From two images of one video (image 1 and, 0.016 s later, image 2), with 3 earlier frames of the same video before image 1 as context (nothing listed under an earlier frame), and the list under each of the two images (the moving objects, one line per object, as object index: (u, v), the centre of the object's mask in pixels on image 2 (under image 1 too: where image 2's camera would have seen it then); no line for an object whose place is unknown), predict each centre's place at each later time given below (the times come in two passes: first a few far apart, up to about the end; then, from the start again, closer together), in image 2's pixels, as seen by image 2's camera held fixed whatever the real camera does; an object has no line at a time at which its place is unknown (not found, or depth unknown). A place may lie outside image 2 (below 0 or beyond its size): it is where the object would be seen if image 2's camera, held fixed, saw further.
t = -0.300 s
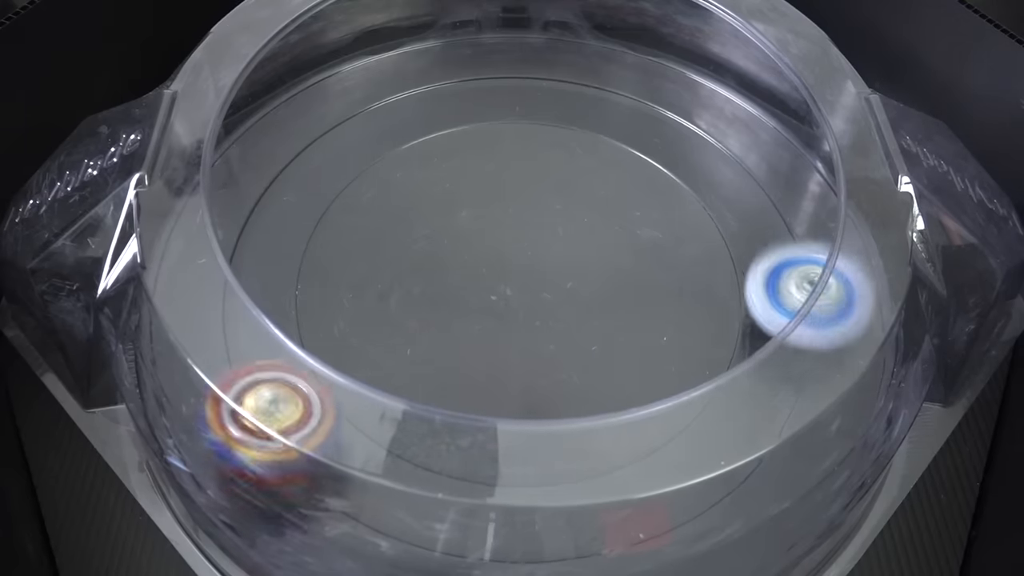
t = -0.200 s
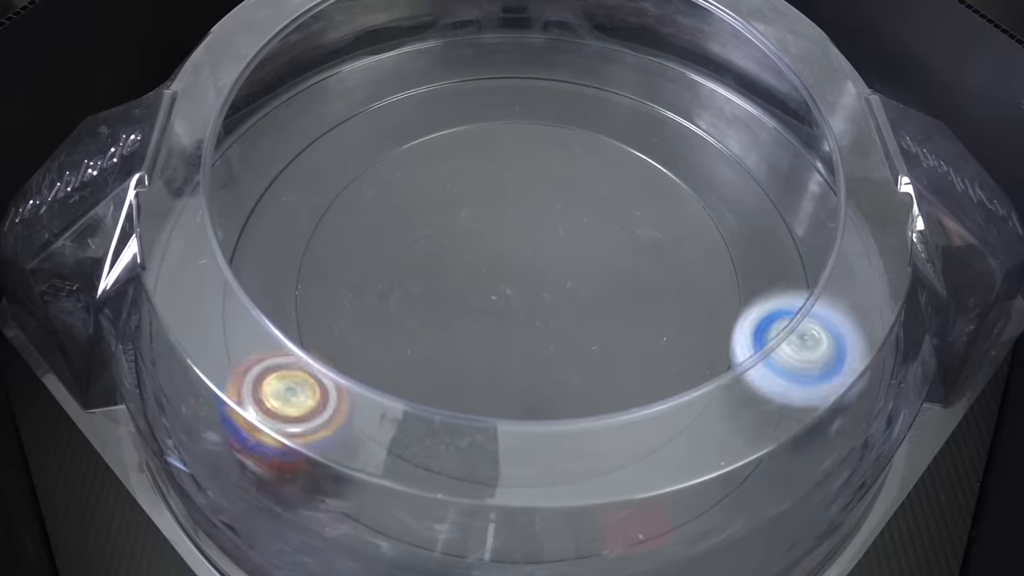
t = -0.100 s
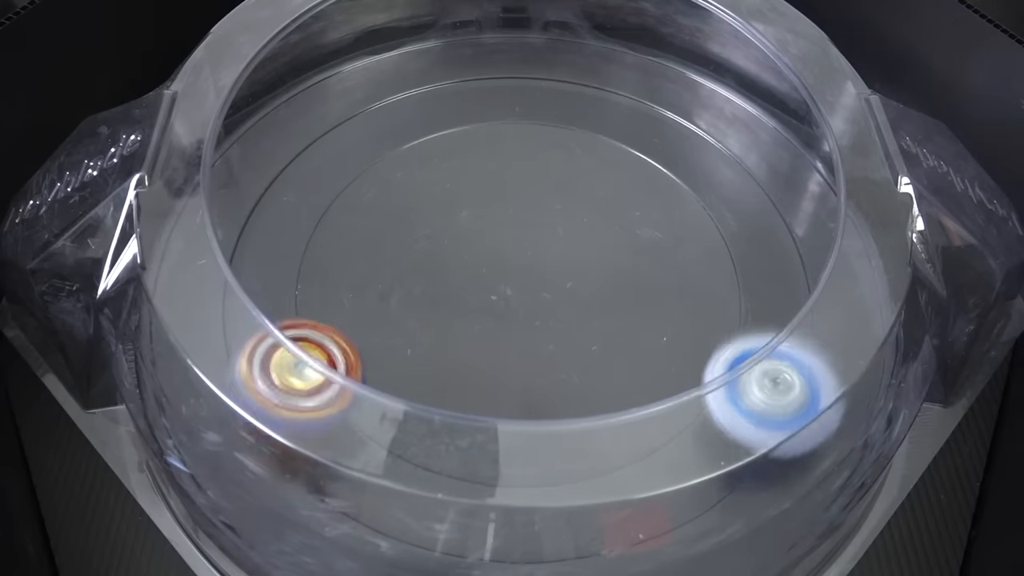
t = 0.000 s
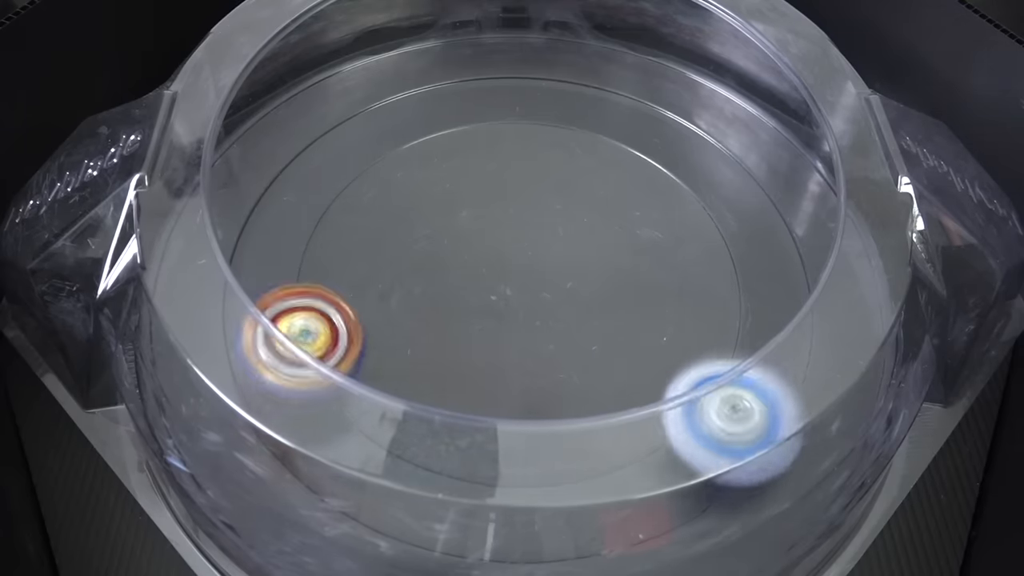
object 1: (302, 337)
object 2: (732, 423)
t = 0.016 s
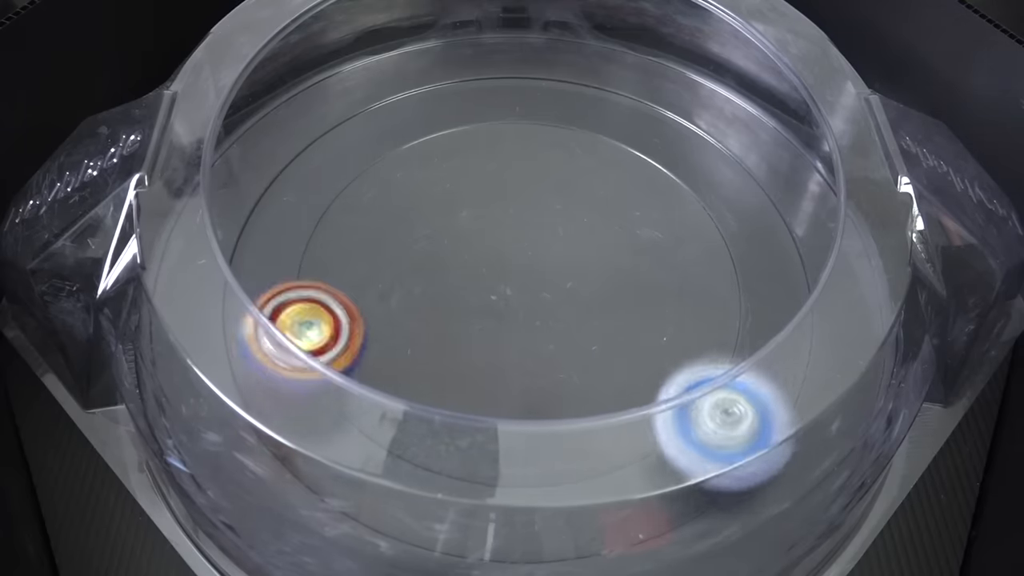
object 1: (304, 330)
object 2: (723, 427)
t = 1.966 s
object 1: (501, 323)
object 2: (517, 209)
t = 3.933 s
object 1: (524, 253)
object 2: (430, 305)
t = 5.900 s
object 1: (509, 322)
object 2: (571, 223)
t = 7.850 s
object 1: (571, 334)
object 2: (484, 269)
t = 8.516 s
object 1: (571, 311)
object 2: (479, 266)
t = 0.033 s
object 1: (306, 323)
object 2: (715, 429)
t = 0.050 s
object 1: (317, 314)
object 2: (705, 430)
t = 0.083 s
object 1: (326, 312)
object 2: (685, 435)
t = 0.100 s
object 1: (333, 312)
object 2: (675, 438)
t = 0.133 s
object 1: (355, 310)
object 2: (653, 438)
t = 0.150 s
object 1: (369, 306)
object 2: (642, 437)
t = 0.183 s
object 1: (399, 301)
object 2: (614, 439)
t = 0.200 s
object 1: (413, 300)
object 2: (598, 439)
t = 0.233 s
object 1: (443, 295)
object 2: (566, 439)
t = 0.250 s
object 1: (459, 295)
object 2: (550, 439)
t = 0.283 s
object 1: (487, 288)
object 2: (516, 431)
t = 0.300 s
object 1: (502, 282)
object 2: (501, 425)
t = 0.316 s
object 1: (513, 280)
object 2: (485, 421)
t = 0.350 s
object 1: (537, 272)
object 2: (455, 406)
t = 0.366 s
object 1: (548, 269)
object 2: (443, 398)
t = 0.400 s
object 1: (564, 258)
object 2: (419, 380)
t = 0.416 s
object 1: (571, 255)
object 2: (410, 369)
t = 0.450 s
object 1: (581, 248)
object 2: (395, 346)
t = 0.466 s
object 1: (584, 243)
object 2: (388, 336)
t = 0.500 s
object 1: (590, 233)
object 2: (379, 315)
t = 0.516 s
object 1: (589, 231)
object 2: (375, 305)
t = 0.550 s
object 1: (589, 224)
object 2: (373, 282)
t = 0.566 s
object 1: (586, 222)
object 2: (373, 271)
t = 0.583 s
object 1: (585, 219)
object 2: (375, 260)
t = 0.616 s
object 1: (578, 216)
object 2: (382, 240)
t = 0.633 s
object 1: (576, 217)
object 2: (385, 229)
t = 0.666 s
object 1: (570, 217)
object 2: (398, 213)
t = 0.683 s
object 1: (565, 221)
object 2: (404, 205)
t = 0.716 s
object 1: (559, 222)
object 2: (421, 192)
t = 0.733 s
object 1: (555, 224)
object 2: (431, 185)
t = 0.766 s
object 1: (550, 229)
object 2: (449, 174)
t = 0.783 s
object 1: (547, 229)
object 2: (461, 170)
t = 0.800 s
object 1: (552, 237)
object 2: (466, 162)
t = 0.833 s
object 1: (572, 254)
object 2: (473, 148)
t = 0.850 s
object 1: (580, 262)
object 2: (476, 143)
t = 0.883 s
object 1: (592, 275)
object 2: (490, 137)
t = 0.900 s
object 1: (595, 283)
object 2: (497, 136)
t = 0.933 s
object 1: (601, 293)
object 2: (516, 135)
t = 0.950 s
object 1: (604, 298)
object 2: (525, 136)
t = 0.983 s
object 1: (606, 308)
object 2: (546, 139)
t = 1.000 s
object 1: (608, 309)
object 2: (557, 143)
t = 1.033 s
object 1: (607, 313)
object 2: (577, 152)
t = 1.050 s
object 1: (607, 314)
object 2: (587, 159)
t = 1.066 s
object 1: (604, 316)
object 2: (595, 165)
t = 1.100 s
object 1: (602, 314)
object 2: (610, 182)
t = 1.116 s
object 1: (598, 312)
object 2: (615, 190)
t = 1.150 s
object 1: (595, 310)
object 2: (625, 210)
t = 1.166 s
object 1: (591, 309)
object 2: (628, 217)
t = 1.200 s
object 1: (580, 328)
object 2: (634, 225)
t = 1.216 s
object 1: (575, 339)
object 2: (636, 228)
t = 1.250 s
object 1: (561, 359)
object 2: (637, 239)
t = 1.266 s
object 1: (558, 364)
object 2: (637, 245)
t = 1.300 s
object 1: (547, 372)
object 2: (632, 262)
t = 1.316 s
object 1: (545, 375)
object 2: (629, 272)
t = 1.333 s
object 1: (540, 377)
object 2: (624, 280)
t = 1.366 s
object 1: (538, 381)
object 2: (613, 300)
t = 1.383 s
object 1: (535, 381)
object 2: (607, 306)
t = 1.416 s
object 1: (526, 398)
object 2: (595, 313)
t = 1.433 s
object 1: (518, 404)
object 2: (588, 314)
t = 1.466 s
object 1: (512, 417)
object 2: (572, 315)
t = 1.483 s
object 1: (509, 420)
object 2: (562, 316)
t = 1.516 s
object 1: (506, 424)
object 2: (542, 318)
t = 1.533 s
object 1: (505, 424)
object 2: (531, 318)
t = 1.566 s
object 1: (505, 426)
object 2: (511, 318)
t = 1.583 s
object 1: (507, 423)
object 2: (501, 314)
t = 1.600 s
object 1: (509, 423)
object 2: (492, 313)
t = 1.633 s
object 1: (510, 415)
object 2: (475, 304)
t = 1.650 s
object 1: (513, 414)
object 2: (467, 299)
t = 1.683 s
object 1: (515, 404)
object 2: (455, 286)
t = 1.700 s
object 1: (518, 401)
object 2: (451, 279)
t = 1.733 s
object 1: (518, 383)
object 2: (446, 264)
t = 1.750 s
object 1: (521, 382)
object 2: (444, 257)
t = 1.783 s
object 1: (518, 376)
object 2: (447, 243)
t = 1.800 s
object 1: (519, 374)
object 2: (450, 235)
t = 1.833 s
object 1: (516, 367)
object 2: (457, 224)
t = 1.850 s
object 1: (515, 362)
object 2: (463, 220)
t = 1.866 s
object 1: (513, 358)
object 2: (469, 215)
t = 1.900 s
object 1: (509, 346)
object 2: (482, 209)
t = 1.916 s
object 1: (507, 341)
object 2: (490, 208)
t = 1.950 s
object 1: (503, 328)
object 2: (508, 208)
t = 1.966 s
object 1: (501, 323)
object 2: (517, 209)
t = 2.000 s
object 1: (499, 310)
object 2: (533, 216)
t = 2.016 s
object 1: (497, 308)
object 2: (542, 217)
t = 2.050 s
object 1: (492, 304)
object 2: (558, 221)
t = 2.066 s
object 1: (490, 303)
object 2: (565, 224)
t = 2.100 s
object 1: (487, 297)
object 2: (577, 237)
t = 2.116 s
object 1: (483, 296)
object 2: (584, 243)
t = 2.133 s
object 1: (479, 295)
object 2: (589, 249)
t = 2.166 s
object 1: (475, 289)
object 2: (597, 264)
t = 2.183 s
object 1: (472, 288)
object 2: (600, 272)
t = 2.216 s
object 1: (469, 282)
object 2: (600, 287)
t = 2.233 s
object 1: (468, 280)
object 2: (597, 297)
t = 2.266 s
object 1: (467, 274)
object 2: (590, 313)
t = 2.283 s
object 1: (467, 273)
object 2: (585, 320)
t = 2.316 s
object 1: (467, 269)
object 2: (569, 333)
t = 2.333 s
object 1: (468, 268)
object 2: (561, 339)
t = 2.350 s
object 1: (466, 264)
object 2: (552, 342)
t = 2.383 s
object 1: (469, 261)
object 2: (531, 348)
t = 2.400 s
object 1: (469, 258)
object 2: (520, 349)
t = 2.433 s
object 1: (473, 253)
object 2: (500, 350)
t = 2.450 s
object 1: (474, 249)
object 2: (491, 351)
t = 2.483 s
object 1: (477, 241)
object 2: (473, 350)
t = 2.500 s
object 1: (477, 239)
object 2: (464, 347)
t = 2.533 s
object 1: (481, 233)
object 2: (448, 339)
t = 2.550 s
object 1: (482, 232)
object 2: (440, 335)
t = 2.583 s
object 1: (485, 229)
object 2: (429, 322)
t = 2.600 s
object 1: (487, 230)
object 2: (425, 315)
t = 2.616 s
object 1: (487, 229)
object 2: (421, 308)
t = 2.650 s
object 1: (494, 225)
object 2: (417, 297)
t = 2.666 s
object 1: (499, 218)
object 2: (414, 298)
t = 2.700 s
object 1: (511, 202)
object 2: (411, 299)
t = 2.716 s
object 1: (514, 195)
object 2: (412, 298)
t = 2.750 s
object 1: (525, 188)
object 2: (414, 294)
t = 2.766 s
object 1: (529, 185)
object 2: (416, 291)
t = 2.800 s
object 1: (536, 184)
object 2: (424, 284)
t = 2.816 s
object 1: (539, 184)
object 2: (431, 279)
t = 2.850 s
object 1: (544, 188)
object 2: (447, 273)
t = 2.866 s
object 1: (545, 190)
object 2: (456, 273)
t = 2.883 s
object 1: (547, 191)
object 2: (466, 271)
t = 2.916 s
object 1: (550, 195)
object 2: (484, 276)
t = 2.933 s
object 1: (556, 189)
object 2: (490, 286)
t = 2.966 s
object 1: (566, 179)
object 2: (503, 303)
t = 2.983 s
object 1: (570, 179)
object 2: (509, 310)
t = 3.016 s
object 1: (580, 175)
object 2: (518, 322)
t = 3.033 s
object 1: (583, 176)
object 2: (522, 327)
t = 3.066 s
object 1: (590, 177)
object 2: (528, 336)
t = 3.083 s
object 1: (592, 180)
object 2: (531, 342)
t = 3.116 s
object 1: (600, 184)
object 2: (535, 351)
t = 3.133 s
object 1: (601, 186)
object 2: (537, 356)
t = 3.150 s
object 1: (605, 187)
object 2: (538, 361)
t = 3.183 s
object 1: (609, 195)
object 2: (540, 369)
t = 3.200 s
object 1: (612, 199)
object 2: (541, 372)
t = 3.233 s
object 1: (615, 208)
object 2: (543, 377)
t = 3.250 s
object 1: (617, 215)
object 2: (543, 380)
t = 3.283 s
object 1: (620, 224)
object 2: (545, 391)
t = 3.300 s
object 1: (621, 232)
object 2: (546, 394)
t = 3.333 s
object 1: (622, 243)
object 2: (547, 400)
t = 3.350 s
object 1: (622, 250)
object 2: (546, 401)
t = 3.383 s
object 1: (622, 262)
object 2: (546, 406)
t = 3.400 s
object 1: (619, 269)
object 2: (545, 408)
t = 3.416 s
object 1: (618, 275)
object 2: (544, 410)
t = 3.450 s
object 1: (613, 287)
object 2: (541, 410)
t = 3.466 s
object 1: (612, 292)
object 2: (540, 409)
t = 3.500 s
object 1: (603, 304)
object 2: (536, 404)
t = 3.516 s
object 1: (602, 308)
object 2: (533, 398)
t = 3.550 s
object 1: (596, 311)
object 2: (528, 385)
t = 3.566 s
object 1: (595, 310)
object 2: (523, 385)
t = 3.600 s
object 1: (589, 307)
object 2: (516, 384)
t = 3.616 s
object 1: (586, 307)
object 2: (512, 382)
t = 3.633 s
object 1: (580, 307)
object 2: (509, 379)
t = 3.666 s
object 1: (578, 304)
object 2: (498, 374)
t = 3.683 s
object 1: (572, 302)
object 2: (492, 372)
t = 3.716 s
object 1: (571, 297)
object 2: (476, 367)
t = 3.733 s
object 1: (567, 291)
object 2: (467, 366)
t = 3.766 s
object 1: (564, 285)
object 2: (452, 359)
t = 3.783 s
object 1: (558, 282)
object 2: (446, 354)
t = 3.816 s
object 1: (549, 278)
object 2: (438, 342)
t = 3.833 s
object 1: (541, 276)
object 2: (436, 335)
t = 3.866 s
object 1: (532, 273)
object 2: (435, 323)
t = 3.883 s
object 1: (528, 268)
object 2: (433, 318)
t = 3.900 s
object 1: (529, 262)
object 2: (431, 314)
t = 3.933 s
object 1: (524, 253)
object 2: (430, 305)
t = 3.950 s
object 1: (527, 247)
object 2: (426, 303)
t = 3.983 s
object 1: (531, 232)
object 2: (422, 299)
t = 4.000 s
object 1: (535, 227)
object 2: (423, 297)
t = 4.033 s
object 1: (534, 219)
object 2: (425, 289)
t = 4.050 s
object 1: (535, 215)
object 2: (426, 285)
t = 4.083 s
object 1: (532, 210)
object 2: (434, 275)
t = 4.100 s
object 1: (532, 207)
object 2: (440, 272)
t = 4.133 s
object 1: (536, 195)
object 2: (442, 276)
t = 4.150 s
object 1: (544, 187)
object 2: (438, 281)
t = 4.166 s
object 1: (550, 181)
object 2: (438, 284)
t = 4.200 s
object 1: (558, 169)
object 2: (440, 289)
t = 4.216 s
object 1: (561, 167)
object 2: (442, 292)
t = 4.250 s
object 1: (566, 159)
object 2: (444, 297)
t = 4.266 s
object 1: (567, 159)
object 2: (446, 298)
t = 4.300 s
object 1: (571, 156)
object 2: (452, 304)
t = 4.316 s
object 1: (571, 158)
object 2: (452, 307)
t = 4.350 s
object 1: (576, 157)
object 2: (457, 311)
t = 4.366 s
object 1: (576, 159)
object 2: (460, 314)
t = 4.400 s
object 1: (579, 161)
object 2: (464, 319)
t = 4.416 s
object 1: (581, 164)
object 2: (467, 322)
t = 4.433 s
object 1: (581, 166)
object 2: (470, 324)
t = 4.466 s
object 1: (586, 173)
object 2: (475, 329)
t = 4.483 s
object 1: (587, 176)
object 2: (476, 331)
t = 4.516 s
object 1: (593, 185)
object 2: (482, 335)
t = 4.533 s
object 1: (593, 190)
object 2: (484, 338)
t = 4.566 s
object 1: (599, 201)
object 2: (486, 341)
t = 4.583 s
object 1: (598, 206)
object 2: (490, 341)
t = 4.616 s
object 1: (601, 218)
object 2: (495, 343)
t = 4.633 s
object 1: (599, 225)
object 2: (497, 344)
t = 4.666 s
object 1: (600, 238)
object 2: (503, 341)
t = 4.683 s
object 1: (597, 244)
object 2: (506, 340)
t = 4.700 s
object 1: (598, 250)
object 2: (508, 339)
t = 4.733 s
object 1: (594, 263)
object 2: (512, 336)
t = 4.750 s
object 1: (597, 265)
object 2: (514, 337)
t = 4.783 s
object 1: (617, 260)
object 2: (487, 347)
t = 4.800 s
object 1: (630, 250)
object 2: (470, 354)
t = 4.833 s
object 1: (659, 232)
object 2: (439, 364)
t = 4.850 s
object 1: (670, 226)
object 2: (423, 372)
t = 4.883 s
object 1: (686, 215)
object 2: (401, 377)
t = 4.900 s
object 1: (692, 214)
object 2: (390, 377)
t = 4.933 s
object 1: (697, 212)
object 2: (383, 374)
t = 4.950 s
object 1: (701, 210)
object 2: (375, 371)
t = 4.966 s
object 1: (705, 212)
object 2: (372, 366)
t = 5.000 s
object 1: (704, 212)
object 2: (367, 361)
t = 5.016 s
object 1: (707, 213)
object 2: (365, 354)
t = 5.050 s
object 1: (707, 219)
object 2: (365, 346)
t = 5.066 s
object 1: (703, 220)
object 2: (365, 339)
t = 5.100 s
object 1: (703, 228)
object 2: (370, 330)
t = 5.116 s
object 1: (699, 233)
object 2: (371, 324)
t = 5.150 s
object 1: (691, 241)
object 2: (381, 317)
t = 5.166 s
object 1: (687, 246)
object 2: (384, 311)
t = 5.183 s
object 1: (680, 250)
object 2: (389, 305)
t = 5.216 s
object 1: (667, 258)
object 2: (400, 299)
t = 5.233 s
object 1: (661, 262)
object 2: (405, 294)
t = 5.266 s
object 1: (644, 270)
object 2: (418, 287)
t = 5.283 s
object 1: (636, 274)
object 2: (423, 282)
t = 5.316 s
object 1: (619, 280)
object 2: (438, 276)
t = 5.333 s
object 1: (610, 283)
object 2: (443, 272)
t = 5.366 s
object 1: (593, 288)
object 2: (459, 266)
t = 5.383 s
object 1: (584, 290)
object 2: (464, 264)
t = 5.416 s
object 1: (571, 296)
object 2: (469, 255)
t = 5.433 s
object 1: (567, 302)
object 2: (467, 249)
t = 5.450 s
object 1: (560, 306)
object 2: (467, 244)
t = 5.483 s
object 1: (544, 314)
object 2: (472, 239)
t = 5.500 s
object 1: (537, 318)
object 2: (474, 234)
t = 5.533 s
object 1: (527, 327)
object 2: (482, 229)
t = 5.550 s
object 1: (521, 332)
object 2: (484, 225)
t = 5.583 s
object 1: (512, 339)
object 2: (493, 220)
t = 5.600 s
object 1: (510, 342)
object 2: (496, 216)
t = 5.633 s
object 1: (506, 345)
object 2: (506, 212)
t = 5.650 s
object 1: (505, 345)
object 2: (509, 209)
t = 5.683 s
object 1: (506, 342)
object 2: (520, 205)
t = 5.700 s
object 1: (508, 342)
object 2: (522, 204)
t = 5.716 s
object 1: (508, 341)
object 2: (528, 201)
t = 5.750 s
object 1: (510, 340)
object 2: (535, 201)
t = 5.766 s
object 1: (510, 338)
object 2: (541, 200)
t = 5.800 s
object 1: (513, 336)
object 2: (549, 203)
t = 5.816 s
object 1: (511, 335)
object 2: (555, 204)
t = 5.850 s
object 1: (509, 331)
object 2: (562, 211)
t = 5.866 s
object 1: (507, 327)
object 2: (566, 214)
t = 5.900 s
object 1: (509, 322)
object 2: (571, 223)
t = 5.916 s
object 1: (508, 319)
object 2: (573, 228)
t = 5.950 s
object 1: (507, 318)
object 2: (576, 237)
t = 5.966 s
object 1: (505, 318)
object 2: (578, 236)
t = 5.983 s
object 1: (505, 319)
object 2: (580, 239)
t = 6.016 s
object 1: (504, 320)
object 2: (579, 243)
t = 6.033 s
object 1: (501, 319)
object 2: (579, 249)
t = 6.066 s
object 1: (488, 320)
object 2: (588, 248)
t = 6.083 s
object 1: (485, 321)
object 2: (589, 250)
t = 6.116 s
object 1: (481, 321)
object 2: (594, 255)
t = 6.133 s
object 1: (479, 320)
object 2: (593, 257)
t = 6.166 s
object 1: (479, 318)
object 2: (593, 267)
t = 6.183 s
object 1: (482, 317)
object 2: (592, 270)
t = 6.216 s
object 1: (481, 316)
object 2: (588, 278)
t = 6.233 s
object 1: (475, 317)
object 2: (592, 278)
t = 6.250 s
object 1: (472, 316)
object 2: (591, 281)
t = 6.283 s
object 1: (469, 313)
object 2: (589, 285)
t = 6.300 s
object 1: (469, 312)
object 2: (584, 287)
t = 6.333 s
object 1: (459, 309)
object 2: (584, 288)
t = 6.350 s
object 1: (456, 308)
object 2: (586, 288)
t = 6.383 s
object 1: (455, 305)
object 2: (581, 289)
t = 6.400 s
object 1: (455, 305)
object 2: (577, 292)
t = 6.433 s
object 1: (447, 303)
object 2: (575, 290)
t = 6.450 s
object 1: (437, 301)
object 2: (578, 285)
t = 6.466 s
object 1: (426, 299)
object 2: (583, 285)
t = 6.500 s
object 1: (413, 294)
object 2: (587, 281)
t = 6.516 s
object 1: (407, 292)
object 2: (585, 277)
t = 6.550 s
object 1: (402, 288)
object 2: (586, 275)
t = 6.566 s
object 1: (402, 286)
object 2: (589, 275)
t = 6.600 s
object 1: (401, 283)
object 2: (586, 273)
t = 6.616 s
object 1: (403, 283)
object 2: (581, 271)
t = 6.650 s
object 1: (407, 283)
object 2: (577, 269)
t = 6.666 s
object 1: (411, 285)
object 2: (577, 269)
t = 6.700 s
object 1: (418, 283)
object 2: (571, 268)
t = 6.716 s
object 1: (423, 285)
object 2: (563, 267)
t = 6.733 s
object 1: (428, 282)
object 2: (563, 267)
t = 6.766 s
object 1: (439, 284)
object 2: (557, 265)
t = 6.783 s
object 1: (442, 284)
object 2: (551, 264)
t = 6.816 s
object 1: (445, 285)
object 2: (550, 260)
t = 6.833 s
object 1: (443, 285)
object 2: (555, 258)
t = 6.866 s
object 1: (439, 285)
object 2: (559, 252)
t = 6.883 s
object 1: (438, 284)
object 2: (559, 249)
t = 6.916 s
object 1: (442, 285)
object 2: (564, 246)
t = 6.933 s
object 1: (446, 286)
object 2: (568, 248)
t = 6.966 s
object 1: (451, 289)
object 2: (572, 249)
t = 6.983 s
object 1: (454, 290)
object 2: (573, 247)
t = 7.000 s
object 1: (460, 291)
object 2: (572, 251)
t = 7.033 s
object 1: (469, 293)
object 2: (572, 255)
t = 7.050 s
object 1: (469, 297)
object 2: (576, 254)
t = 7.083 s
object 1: (472, 301)
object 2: (577, 254)
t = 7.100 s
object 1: (474, 303)
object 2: (573, 253)
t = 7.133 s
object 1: (475, 308)
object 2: (571, 255)
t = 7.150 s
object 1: (474, 312)
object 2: (567, 256)
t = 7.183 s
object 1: (476, 321)
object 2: (564, 255)
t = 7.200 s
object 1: (478, 325)
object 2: (560, 258)
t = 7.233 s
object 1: (485, 331)
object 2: (554, 257)
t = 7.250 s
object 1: (487, 333)
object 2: (553, 260)
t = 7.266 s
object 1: (489, 339)
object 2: (552, 256)
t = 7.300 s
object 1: (495, 348)
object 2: (548, 255)
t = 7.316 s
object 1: (499, 350)
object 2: (545, 252)
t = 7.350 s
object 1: (509, 353)
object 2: (538, 255)
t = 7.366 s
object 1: (515, 352)
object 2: (535, 254)
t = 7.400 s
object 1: (525, 347)
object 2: (533, 256)
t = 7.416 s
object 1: (531, 348)
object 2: (530, 255)
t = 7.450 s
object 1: (542, 352)
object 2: (524, 253)
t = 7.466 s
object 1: (545, 351)
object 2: (520, 247)
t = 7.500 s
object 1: (549, 350)
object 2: (508, 247)
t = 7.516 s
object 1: (549, 348)
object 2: (508, 248)
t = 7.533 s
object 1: (550, 346)
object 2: (507, 246)
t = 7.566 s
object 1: (549, 343)
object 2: (502, 249)
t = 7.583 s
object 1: (549, 342)
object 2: (505, 250)
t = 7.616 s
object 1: (548, 339)
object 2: (501, 250)
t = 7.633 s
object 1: (549, 338)
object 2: (502, 254)
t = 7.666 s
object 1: (552, 337)
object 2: (502, 254)
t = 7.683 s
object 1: (555, 338)
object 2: (498, 256)
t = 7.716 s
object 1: (562, 339)
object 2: (495, 261)
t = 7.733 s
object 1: (562, 339)
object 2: (494, 260)
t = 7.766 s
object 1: (562, 336)
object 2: (487, 262)
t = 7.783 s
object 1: (562, 335)
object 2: (486, 266)
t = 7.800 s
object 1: (564, 335)
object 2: (487, 270)
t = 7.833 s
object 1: (570, 334)
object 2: (487, 270)
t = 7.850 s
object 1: (571, 334)
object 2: (484, 269)
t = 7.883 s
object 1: (570, 333)
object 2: (479, 270)
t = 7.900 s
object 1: (572, 333)
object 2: (477, 271)
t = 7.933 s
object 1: (573, 331)
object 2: (477, 273)
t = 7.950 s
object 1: (572, 330)
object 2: (480, 273)
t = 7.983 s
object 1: (571, 329)
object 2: (483, 272)
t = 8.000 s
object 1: (571, 328)
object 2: (482, 272)
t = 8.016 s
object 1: (571, 327)
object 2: (481, 272)
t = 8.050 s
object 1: (571, 325)
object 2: (480, 272)
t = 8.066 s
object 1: (571, 324)
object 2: (481, 273)
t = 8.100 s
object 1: (572, 322)
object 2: (483, 273)
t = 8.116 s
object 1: (572, 321)
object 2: (484, 272)
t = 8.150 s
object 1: (572, 319)
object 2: (483, 271)
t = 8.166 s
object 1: (572, 319)
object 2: (483, 270)
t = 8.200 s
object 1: (572, 318)
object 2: (482, 268)
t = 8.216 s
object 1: (572, 318)
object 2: (482, 267)
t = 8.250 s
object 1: (572, 315)
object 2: (481, 266)
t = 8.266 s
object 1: (571, 314)
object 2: (480, 267)
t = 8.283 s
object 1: (571, 313)
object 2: (480, 267)
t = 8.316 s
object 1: (571, 312)
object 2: (480, 266)
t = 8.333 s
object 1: (571, 311)
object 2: (479, 266)
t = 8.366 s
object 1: (571, 310)
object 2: (479, 266)
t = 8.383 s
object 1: (571, 310)
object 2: (479, 266)
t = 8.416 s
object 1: (571, 311)
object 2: (478, 266)
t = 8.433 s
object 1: (571, 311)
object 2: (479, 266)
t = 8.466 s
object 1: (571, 311)
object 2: (479, 266)
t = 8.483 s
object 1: (571, 311)
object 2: (479, 266)
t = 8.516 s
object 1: (571, 311)
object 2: (479, 266)
